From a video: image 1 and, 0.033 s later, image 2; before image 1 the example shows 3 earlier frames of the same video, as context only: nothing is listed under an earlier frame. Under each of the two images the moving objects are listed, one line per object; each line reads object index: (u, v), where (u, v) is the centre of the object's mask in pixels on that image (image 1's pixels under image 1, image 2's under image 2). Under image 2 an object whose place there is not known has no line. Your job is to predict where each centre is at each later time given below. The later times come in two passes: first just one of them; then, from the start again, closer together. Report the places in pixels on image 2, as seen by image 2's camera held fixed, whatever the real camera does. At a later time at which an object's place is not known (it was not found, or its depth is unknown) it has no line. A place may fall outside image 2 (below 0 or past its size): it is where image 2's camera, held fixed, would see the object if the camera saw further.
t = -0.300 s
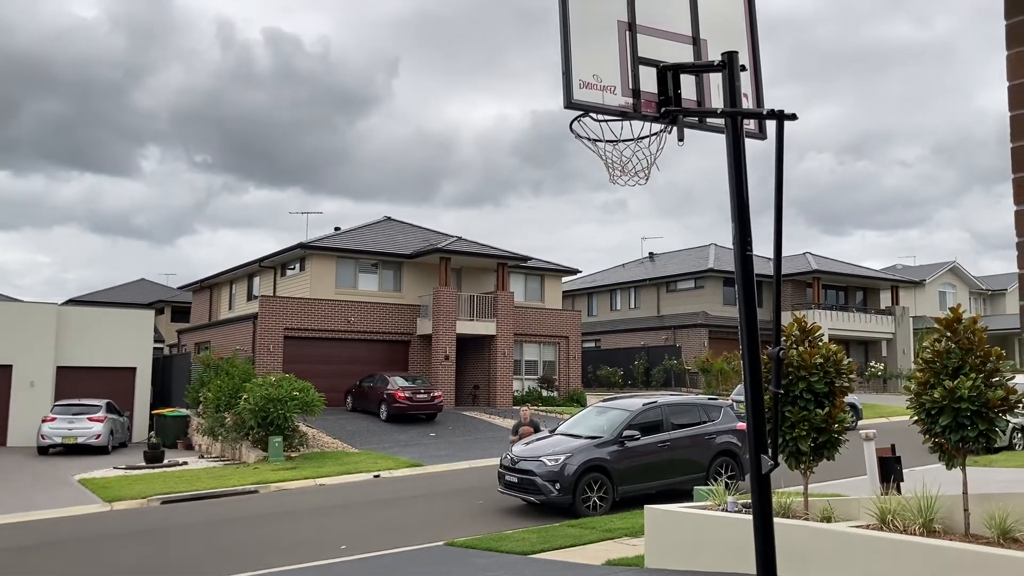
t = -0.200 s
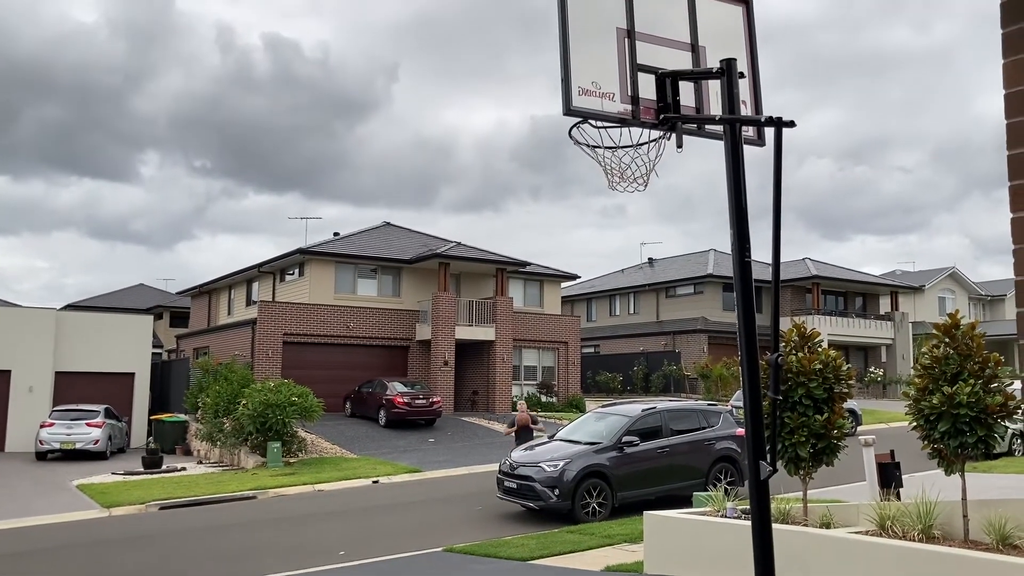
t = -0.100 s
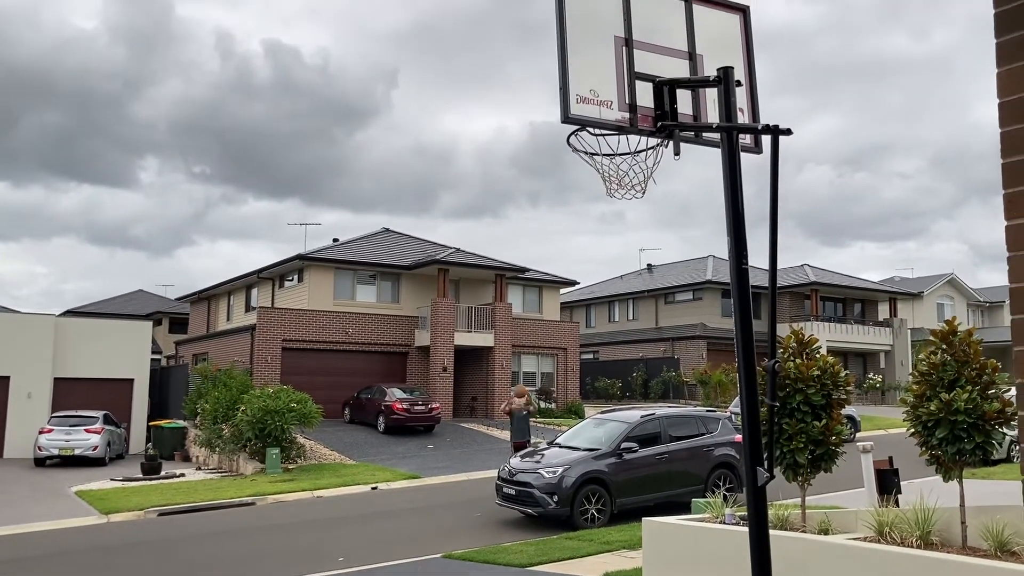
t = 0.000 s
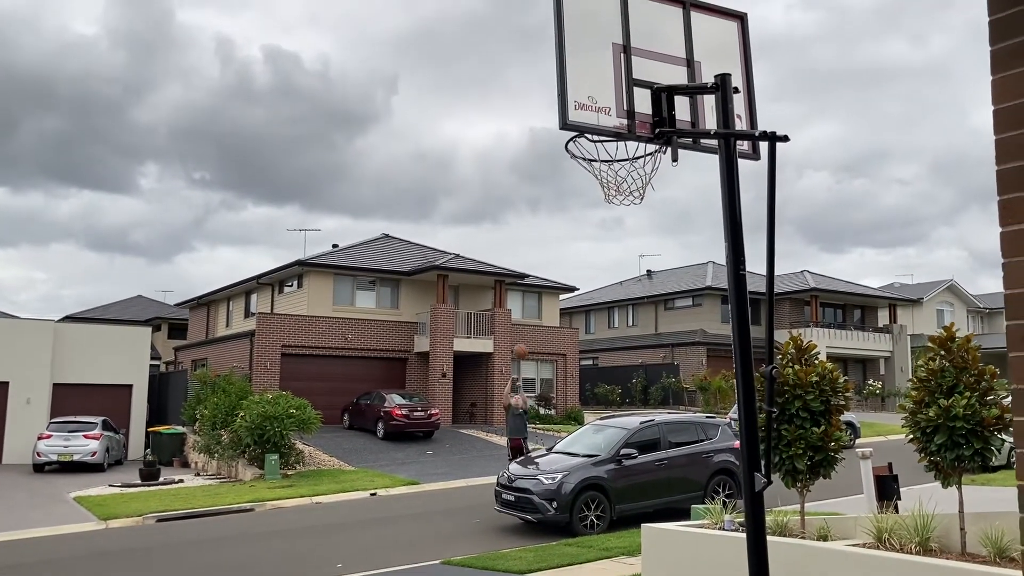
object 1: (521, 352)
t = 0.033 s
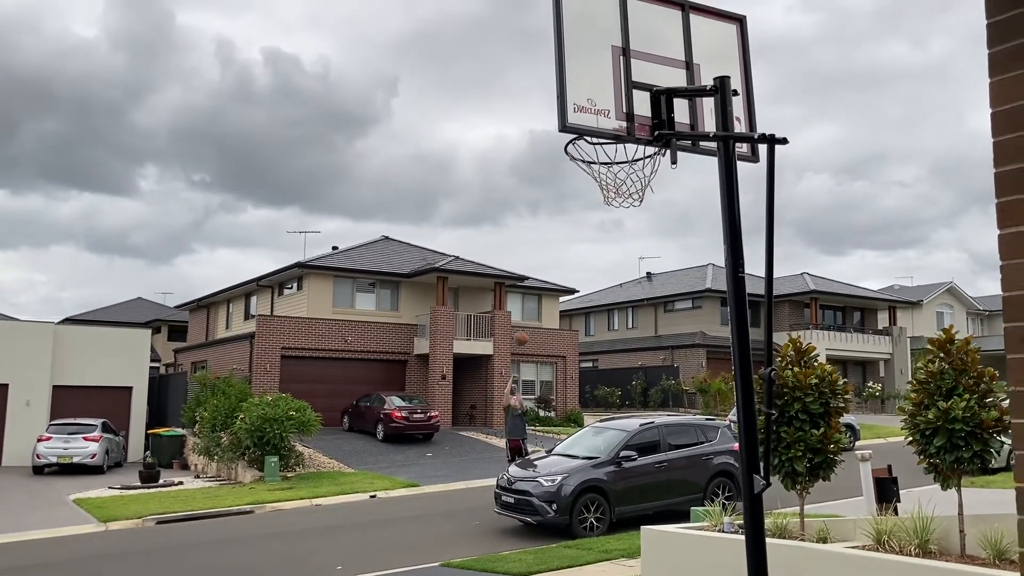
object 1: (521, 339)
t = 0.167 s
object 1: (523, 282)
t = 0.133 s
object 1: (523, 295)
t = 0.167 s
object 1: (523, 282)
